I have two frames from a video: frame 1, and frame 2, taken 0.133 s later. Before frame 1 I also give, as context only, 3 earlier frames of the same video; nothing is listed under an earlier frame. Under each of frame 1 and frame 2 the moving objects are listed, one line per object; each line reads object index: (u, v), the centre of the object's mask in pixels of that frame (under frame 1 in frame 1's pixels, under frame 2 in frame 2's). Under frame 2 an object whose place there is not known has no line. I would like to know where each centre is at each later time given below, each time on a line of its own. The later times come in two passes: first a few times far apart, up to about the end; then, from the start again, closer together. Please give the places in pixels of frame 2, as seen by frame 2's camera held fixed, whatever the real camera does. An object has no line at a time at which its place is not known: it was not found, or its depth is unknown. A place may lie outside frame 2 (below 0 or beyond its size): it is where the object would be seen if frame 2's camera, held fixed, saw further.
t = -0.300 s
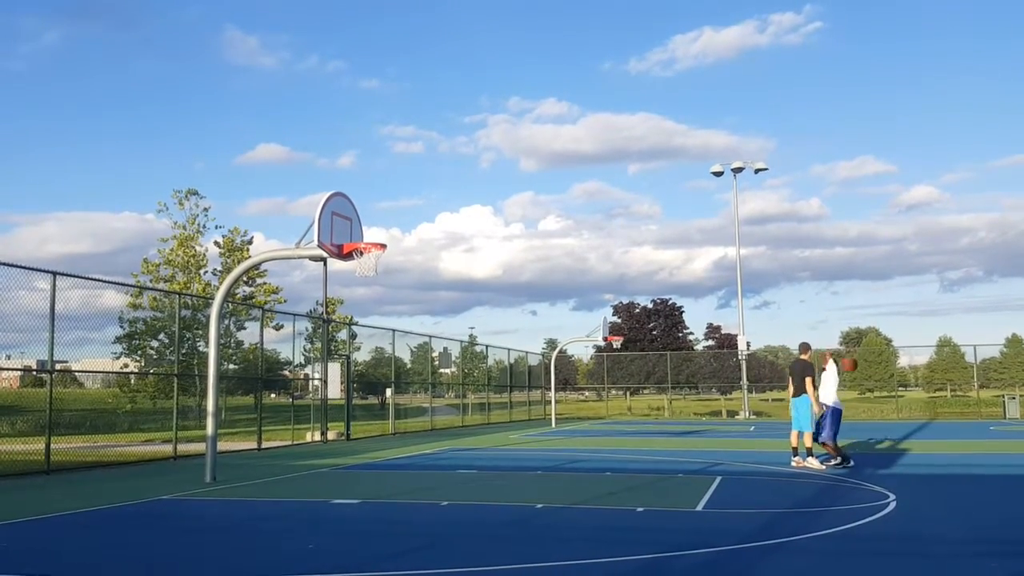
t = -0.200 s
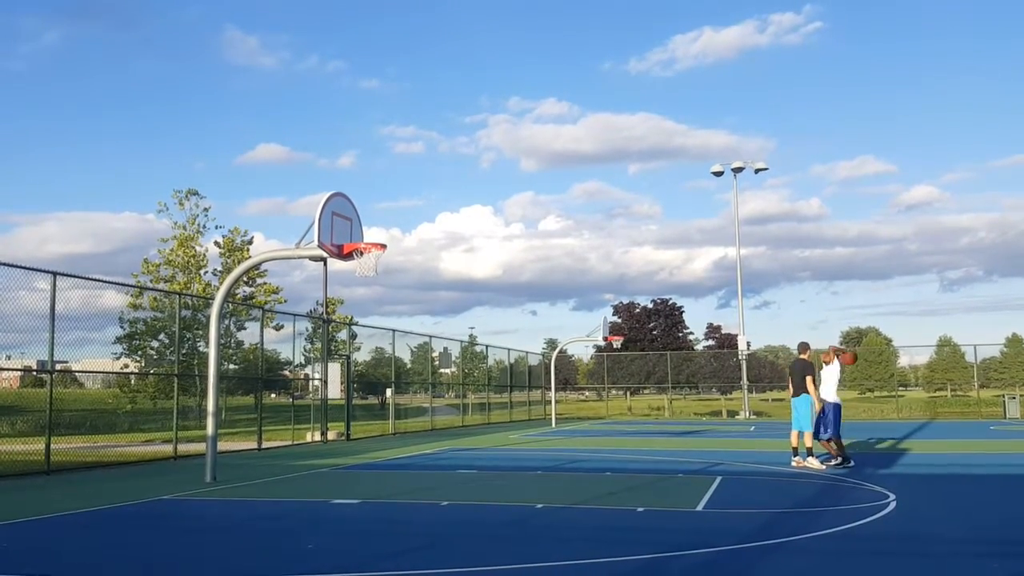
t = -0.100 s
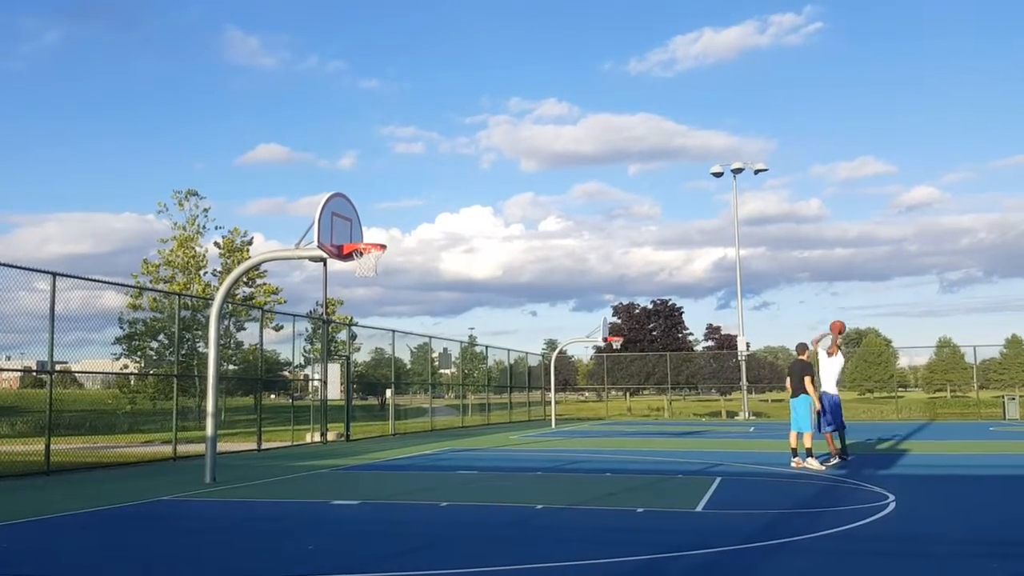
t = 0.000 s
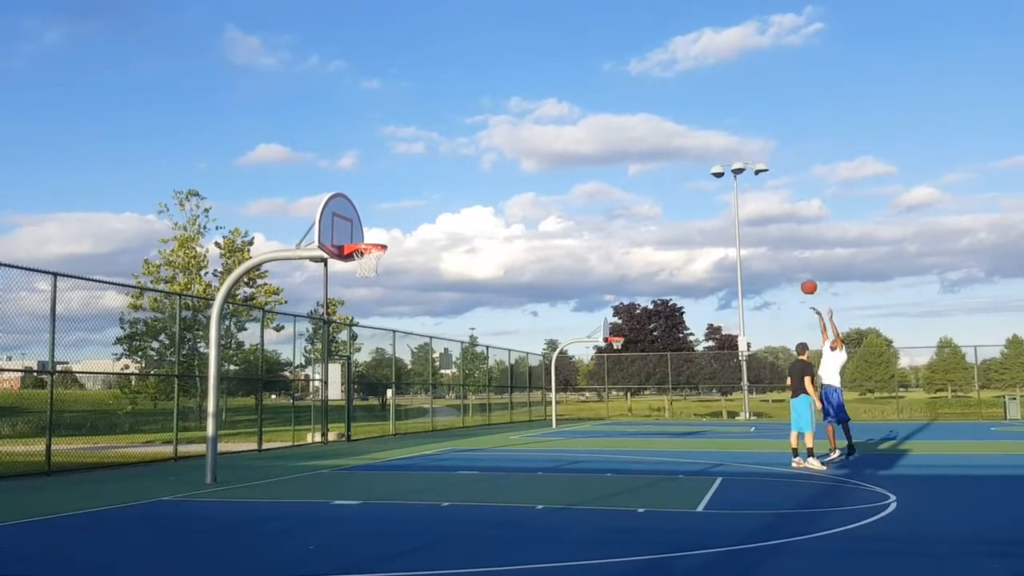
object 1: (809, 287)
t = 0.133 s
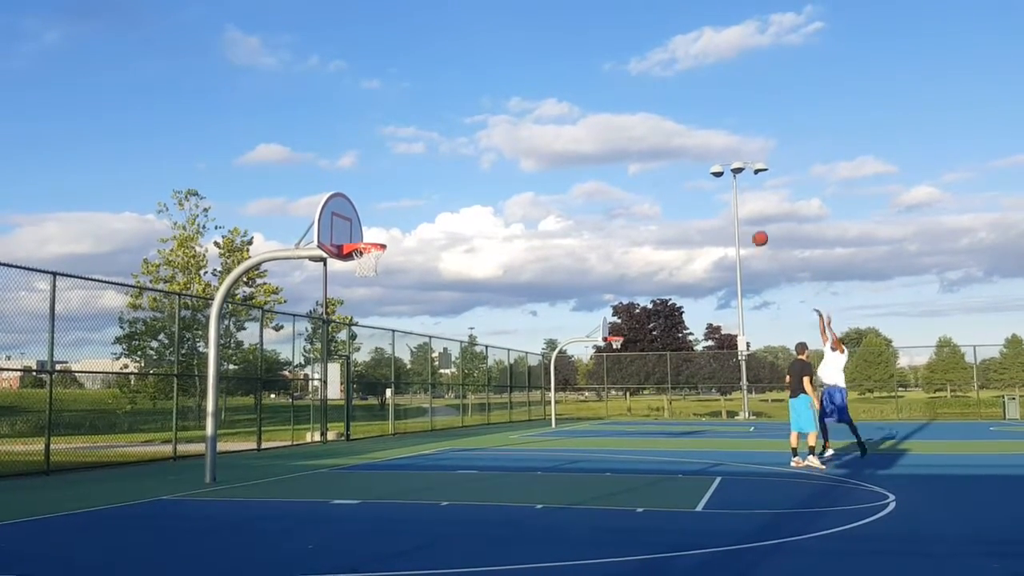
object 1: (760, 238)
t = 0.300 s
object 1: (699, 194)
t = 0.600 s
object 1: (593, 154)
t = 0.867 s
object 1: (498, 167)
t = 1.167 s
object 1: (387, 238)
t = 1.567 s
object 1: (223, 451)
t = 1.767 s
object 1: (210, 429)
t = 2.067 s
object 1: (207, 386)
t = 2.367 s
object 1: (204, 417)
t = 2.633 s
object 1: (199, 479)
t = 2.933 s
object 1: (193, 421)
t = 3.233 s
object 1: (183, 459)
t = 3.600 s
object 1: (175, 466)
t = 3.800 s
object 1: (167, 465)
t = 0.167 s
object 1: (748, 228)
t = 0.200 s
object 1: (736, 219)
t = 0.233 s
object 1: (724, 209)
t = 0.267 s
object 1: (711, 201)
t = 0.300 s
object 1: (699, 194)
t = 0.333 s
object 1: (687, 187)
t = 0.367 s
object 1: (676, 180)
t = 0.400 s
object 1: (664, 174)
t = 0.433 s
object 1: (652, 169)
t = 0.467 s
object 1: (640, 165)
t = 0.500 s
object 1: (629, 161)
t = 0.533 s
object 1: (617, 158)
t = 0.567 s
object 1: (605, 156)
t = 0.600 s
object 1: (593, 154)
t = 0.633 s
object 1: (582, 153)
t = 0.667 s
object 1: (570, 153)
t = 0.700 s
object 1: (558, 154)
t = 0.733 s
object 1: (546, 155)
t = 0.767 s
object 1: (534, 157)
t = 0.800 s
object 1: (522, 160)
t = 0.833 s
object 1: (510, 163)
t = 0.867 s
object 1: (498, 167)
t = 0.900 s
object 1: (486, 172)
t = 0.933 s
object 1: (474, 177)
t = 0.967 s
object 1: (462, 184)
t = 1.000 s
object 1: (449, 191)
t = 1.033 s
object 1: (437, 199)
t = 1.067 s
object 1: (425, 208)
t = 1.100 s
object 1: (412, 217)
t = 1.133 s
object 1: (399, 228)
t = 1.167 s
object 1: (387, 238)
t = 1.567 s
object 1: (223, 451)
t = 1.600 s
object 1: (211, 472)
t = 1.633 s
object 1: (209, 470)
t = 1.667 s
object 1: (210, 459)
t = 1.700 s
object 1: (210, 448)
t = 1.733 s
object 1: (210, 439)
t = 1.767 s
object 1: (210, 429)
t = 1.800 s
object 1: (209, 422)
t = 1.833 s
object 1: (209, 414)
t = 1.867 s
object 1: (208, 408)
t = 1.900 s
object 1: (209, 402)
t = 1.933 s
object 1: (209, 397)
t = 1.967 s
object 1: (208, 393)
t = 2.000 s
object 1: (208, 390)
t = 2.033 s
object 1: (208, 388)
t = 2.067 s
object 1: (207, 386)
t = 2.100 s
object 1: (207, 385)
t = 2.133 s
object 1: (207, 386)
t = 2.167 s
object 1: (206, 387)
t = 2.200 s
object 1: (206, 390)
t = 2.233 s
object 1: (206, 393)
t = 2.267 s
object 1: (205, 397)
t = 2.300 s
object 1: (205, 403)
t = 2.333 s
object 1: (204, 410)
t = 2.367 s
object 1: (204, 417)
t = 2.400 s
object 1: (203, 426)
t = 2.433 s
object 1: (203, 437)
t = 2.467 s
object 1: (202, 448)
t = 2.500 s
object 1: (201, 462)
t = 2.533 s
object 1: (201, 476)
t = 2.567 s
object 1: (200, 491)
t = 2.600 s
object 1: (200, 489)
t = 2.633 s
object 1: (199, 479)
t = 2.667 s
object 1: (199, 469)
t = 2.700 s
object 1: (199, 459)
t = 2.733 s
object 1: (196, 451)
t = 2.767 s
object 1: (197, 444)
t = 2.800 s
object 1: (196, 437)
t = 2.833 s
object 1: (195, 432)
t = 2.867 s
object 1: (195, 428)
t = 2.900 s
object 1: (194, 423)
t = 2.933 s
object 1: (193, 421)
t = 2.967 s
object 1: (191, 420)
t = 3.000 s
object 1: (191, 420)
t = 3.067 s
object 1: (190, 423)
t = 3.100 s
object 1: (188, 428)
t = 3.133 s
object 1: (187, 435)
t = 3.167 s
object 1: (186, 442)
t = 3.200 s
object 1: (185, 450)
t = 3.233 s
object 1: (183, 459)
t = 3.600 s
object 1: (175, 466)
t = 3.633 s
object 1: (173, 461)
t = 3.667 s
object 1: (172, 459)
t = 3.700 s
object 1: (171, 458)
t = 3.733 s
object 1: (170, 459)
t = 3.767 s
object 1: (168, 461)
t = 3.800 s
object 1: (167, 465)
